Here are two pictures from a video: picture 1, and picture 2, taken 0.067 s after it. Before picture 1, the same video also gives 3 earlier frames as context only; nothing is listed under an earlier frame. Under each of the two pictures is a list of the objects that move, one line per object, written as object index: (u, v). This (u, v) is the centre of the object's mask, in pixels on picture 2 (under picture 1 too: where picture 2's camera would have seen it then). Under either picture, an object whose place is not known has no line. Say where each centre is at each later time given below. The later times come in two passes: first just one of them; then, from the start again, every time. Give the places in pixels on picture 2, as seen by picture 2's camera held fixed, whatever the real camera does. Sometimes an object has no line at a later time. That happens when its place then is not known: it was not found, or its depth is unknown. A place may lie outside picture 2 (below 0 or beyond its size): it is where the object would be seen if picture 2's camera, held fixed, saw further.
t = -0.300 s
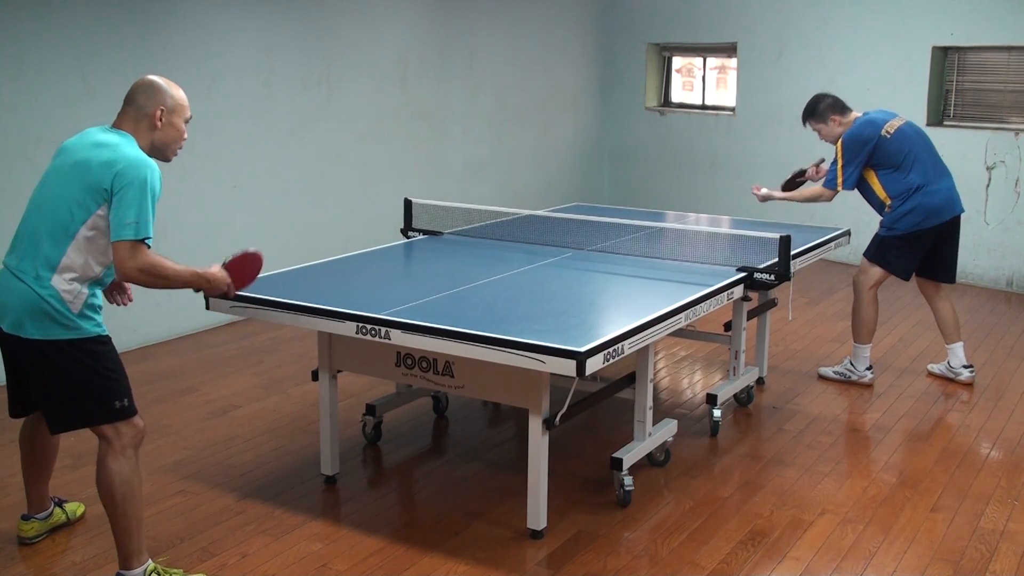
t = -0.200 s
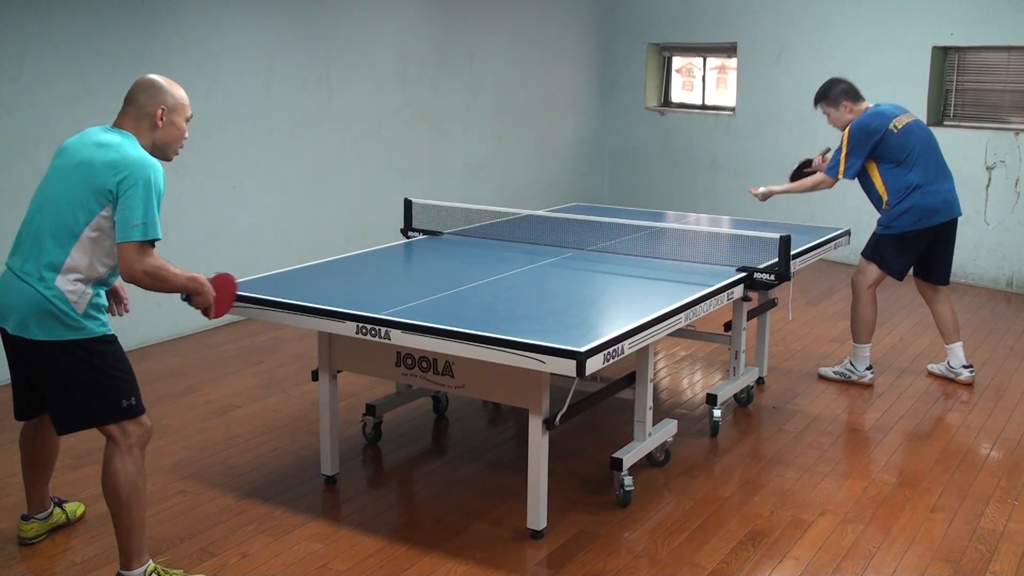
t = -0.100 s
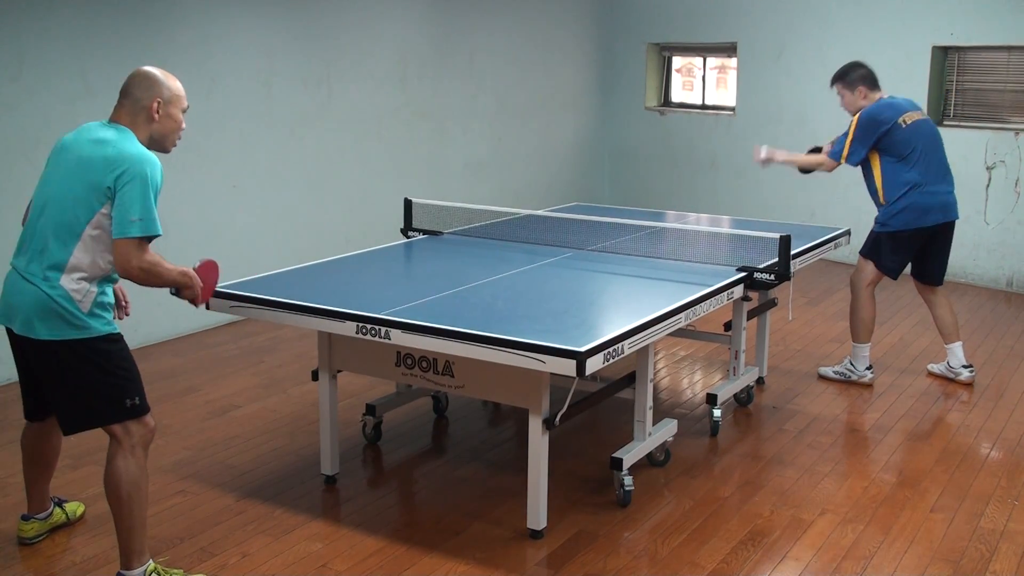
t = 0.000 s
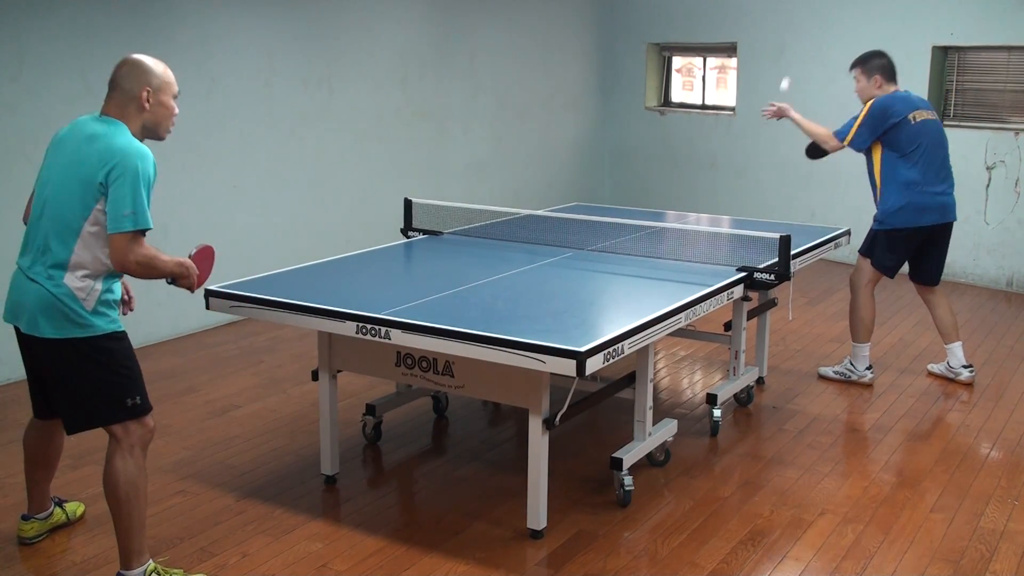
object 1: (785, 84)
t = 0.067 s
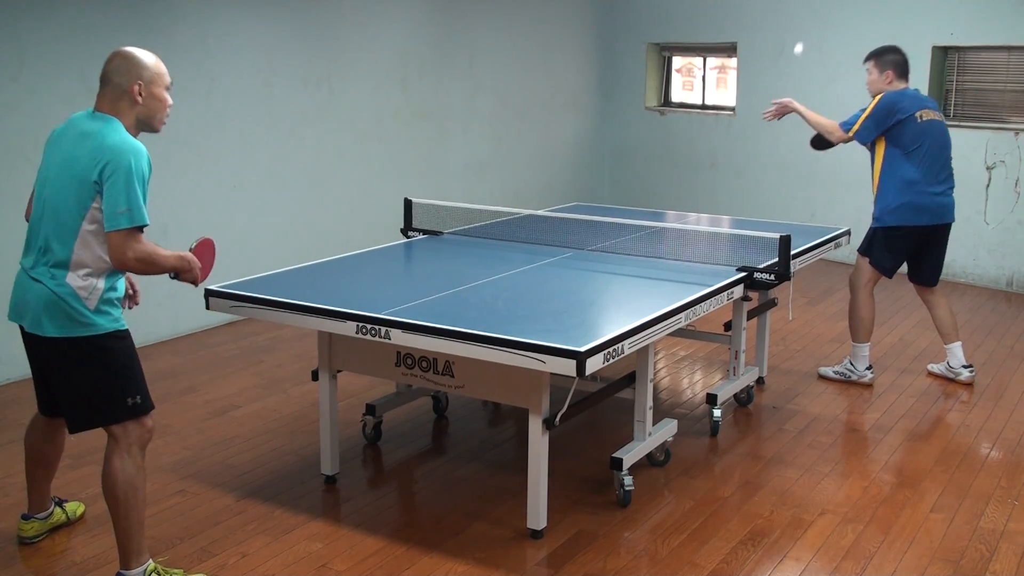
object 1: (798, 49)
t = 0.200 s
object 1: (825, 6)
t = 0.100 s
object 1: (805, 35)
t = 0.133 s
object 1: (812, 22)
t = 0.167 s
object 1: (818, 13)
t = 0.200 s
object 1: (825, 6)
